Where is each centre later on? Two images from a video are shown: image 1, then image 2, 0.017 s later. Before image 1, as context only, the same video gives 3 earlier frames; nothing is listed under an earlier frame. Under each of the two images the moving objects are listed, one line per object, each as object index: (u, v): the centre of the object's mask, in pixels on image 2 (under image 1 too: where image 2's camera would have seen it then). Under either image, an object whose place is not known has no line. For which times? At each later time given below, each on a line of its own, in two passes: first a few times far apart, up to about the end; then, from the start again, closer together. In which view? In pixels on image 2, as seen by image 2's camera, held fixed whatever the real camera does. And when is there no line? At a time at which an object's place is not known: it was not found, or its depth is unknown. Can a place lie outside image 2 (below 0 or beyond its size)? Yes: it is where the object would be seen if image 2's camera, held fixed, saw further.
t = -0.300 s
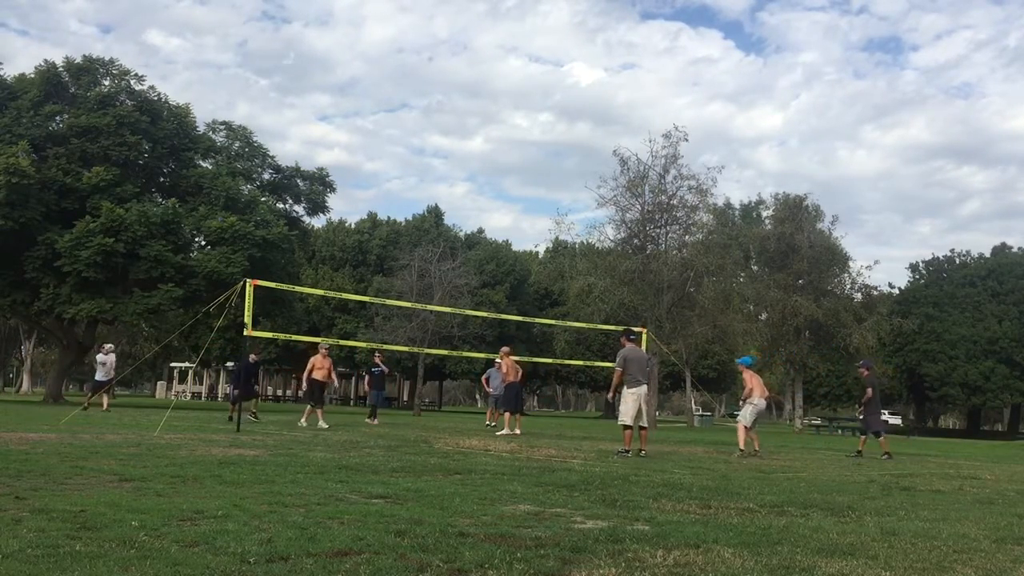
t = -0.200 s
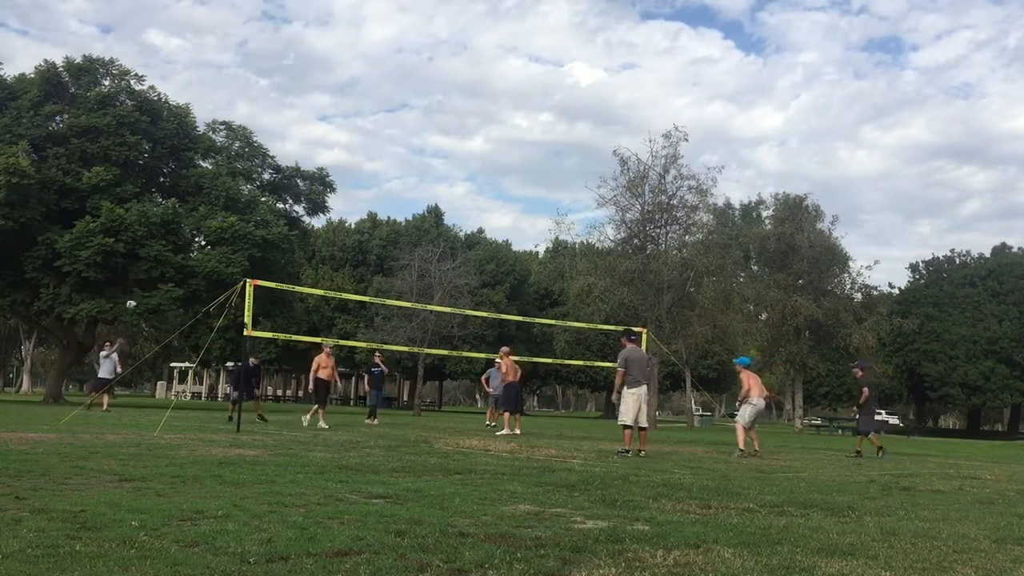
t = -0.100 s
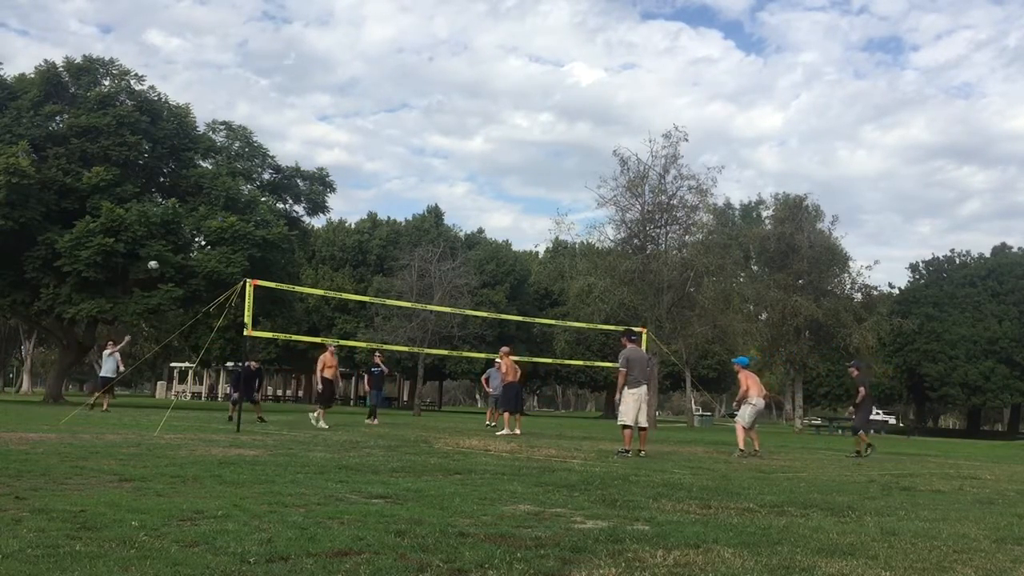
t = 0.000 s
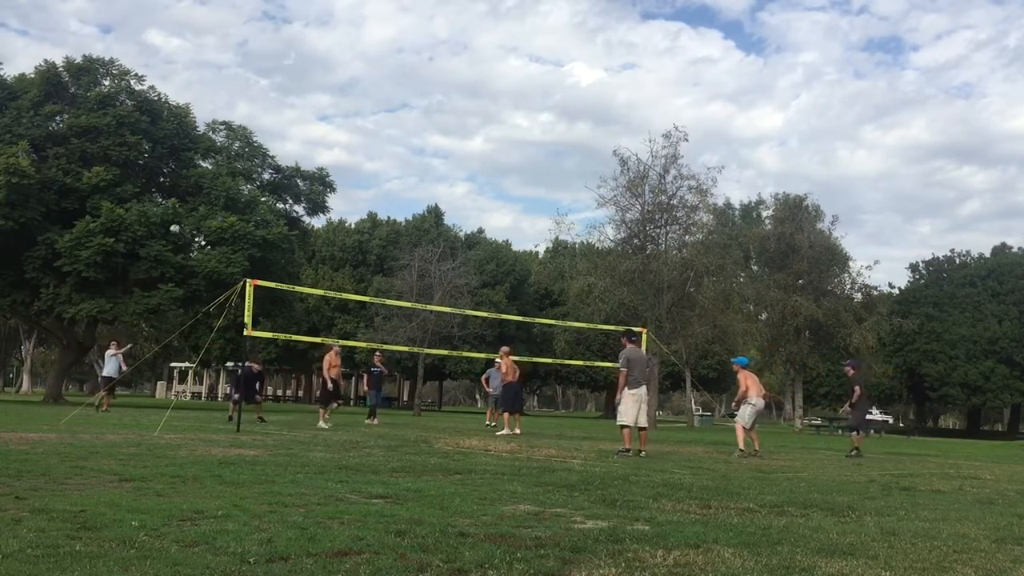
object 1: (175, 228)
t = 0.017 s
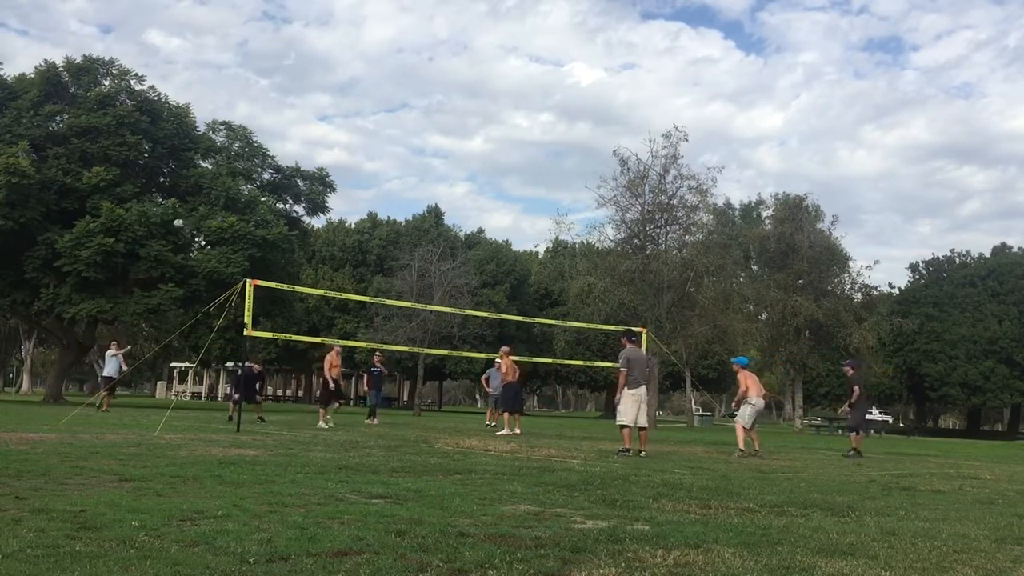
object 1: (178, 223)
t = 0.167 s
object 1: (209, 176)
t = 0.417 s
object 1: (259, 120)
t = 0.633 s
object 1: (301, 95)
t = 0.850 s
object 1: (344, 91)
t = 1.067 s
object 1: (386, 114)
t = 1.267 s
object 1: (425, 159)
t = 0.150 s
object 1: (206, 181)
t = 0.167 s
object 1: (209, 176)
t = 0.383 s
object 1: (252, 127)
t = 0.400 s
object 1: (256, 123)
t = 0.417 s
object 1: (259, 120)
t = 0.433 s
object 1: (262, 117)
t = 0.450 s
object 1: (265, 115)
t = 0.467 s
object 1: (269, 112)
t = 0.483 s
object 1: (272, 110)
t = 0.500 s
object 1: (275, 108)
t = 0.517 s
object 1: (278, 106)
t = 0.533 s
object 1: (282, 104)
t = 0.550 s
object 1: (285, 102)
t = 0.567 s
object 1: (288, 100)
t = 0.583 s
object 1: (292, 98)
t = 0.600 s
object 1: (295, 97)
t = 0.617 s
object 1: (298, 96)
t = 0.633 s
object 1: (301, 95)
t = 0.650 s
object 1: (304, 93)
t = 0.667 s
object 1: (308, 92)
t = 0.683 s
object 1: (311, 92)
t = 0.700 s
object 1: (314, 91)
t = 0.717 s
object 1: (318, 91)
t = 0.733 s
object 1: (321, 90)
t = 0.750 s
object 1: (324, 90)
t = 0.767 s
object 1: (327, 90)
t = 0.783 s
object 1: (331, 90)
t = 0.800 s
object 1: (334, 90)
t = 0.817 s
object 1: (338, 91)
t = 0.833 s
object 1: (341, 91)
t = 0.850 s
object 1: (344, 91)
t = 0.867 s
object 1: (347, 92)
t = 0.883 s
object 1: (350, 93)
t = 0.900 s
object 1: (354, 94)
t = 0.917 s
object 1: (357, 95)
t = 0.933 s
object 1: (360, 97)
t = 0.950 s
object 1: (364, 99)
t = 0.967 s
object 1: (367, 100)
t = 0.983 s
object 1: (370, 102)
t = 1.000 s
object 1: (373, 104)
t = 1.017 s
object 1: (377, 106)
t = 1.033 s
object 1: (380, 109)
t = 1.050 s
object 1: (383, 111)
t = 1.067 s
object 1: (386, 114)
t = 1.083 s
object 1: (390, 117)
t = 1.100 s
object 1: (393, 120)
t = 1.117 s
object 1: (396, 123)
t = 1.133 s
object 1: (399, 126)
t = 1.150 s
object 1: (403, 130)
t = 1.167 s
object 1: (406, 133)
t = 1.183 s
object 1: (409, 137)
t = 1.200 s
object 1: (412, 141)
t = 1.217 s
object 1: (416, 145)
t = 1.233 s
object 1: (419, 150)
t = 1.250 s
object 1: (422, 154)
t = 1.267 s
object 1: (425, 159)
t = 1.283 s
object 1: (429, 164)
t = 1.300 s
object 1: (432, 169)
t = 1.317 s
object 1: (435, 174)
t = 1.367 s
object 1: (446, 191)
